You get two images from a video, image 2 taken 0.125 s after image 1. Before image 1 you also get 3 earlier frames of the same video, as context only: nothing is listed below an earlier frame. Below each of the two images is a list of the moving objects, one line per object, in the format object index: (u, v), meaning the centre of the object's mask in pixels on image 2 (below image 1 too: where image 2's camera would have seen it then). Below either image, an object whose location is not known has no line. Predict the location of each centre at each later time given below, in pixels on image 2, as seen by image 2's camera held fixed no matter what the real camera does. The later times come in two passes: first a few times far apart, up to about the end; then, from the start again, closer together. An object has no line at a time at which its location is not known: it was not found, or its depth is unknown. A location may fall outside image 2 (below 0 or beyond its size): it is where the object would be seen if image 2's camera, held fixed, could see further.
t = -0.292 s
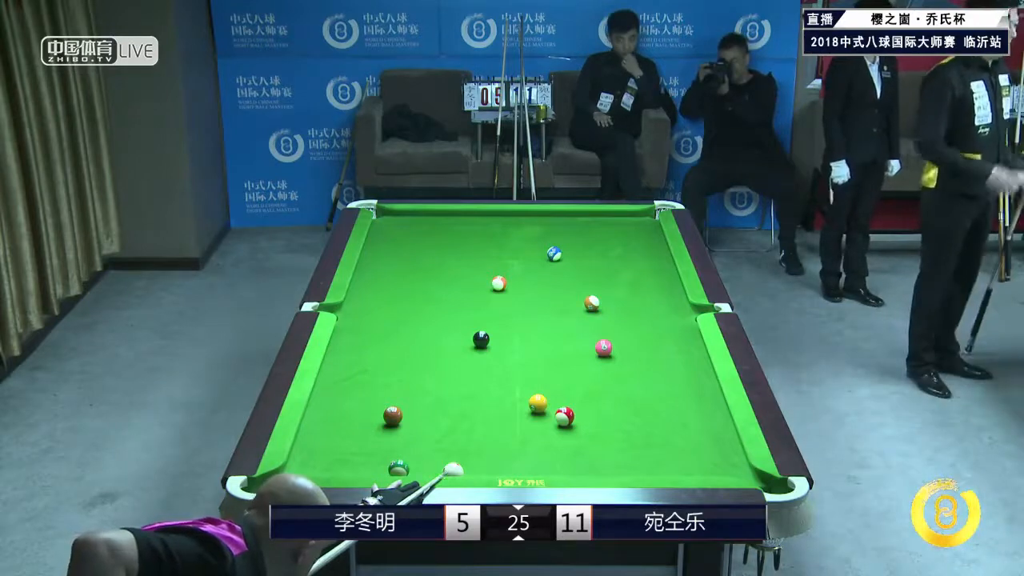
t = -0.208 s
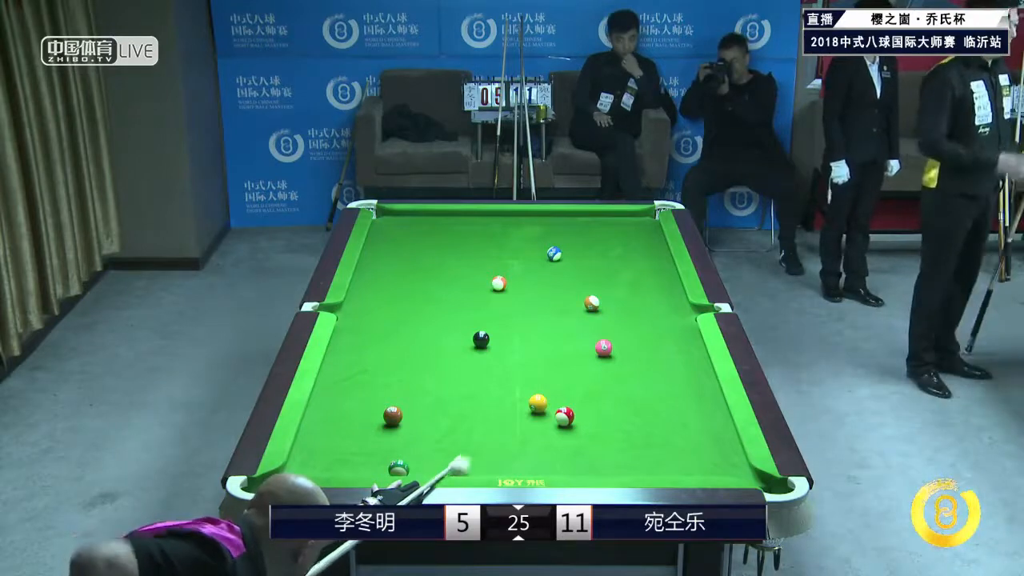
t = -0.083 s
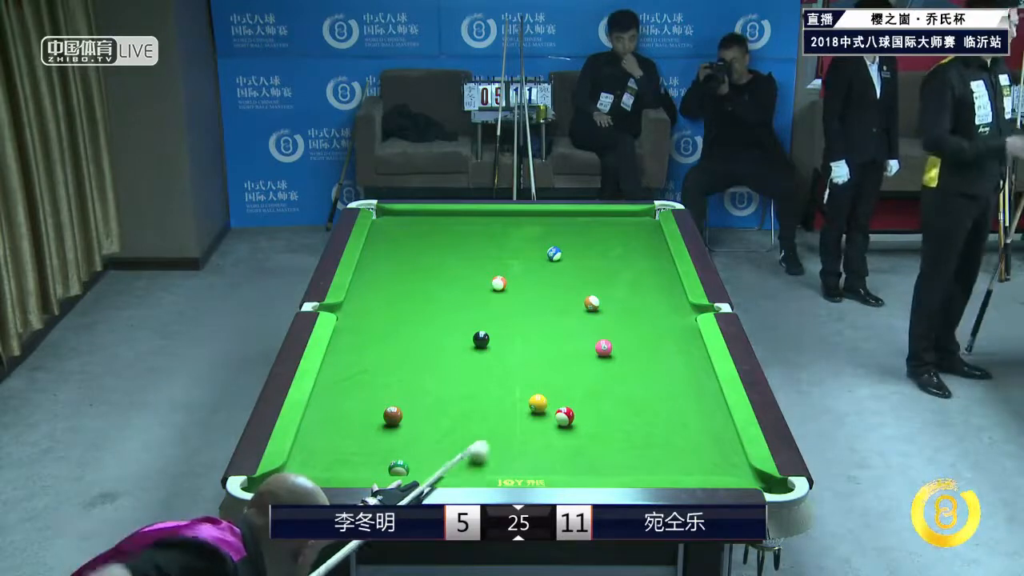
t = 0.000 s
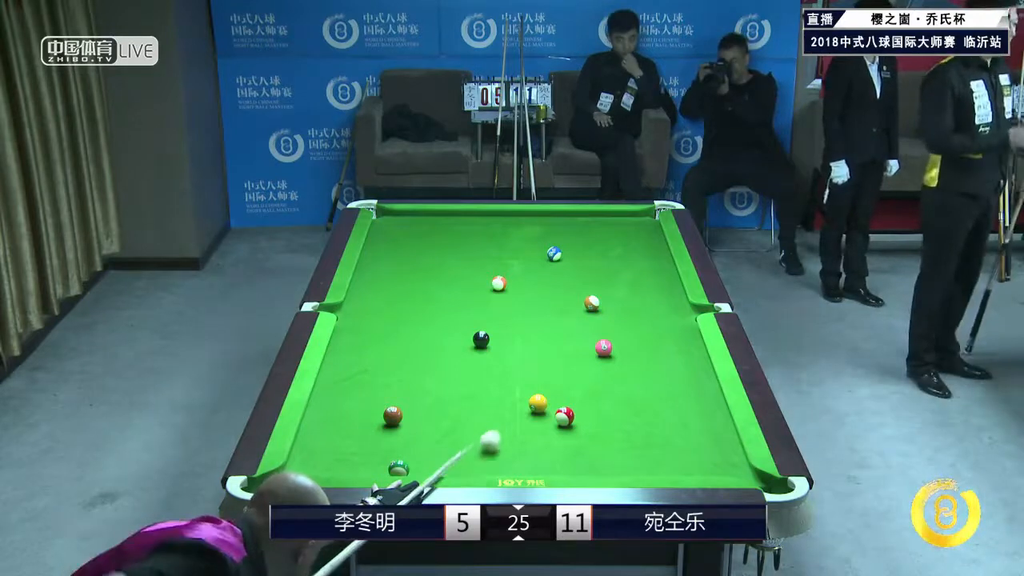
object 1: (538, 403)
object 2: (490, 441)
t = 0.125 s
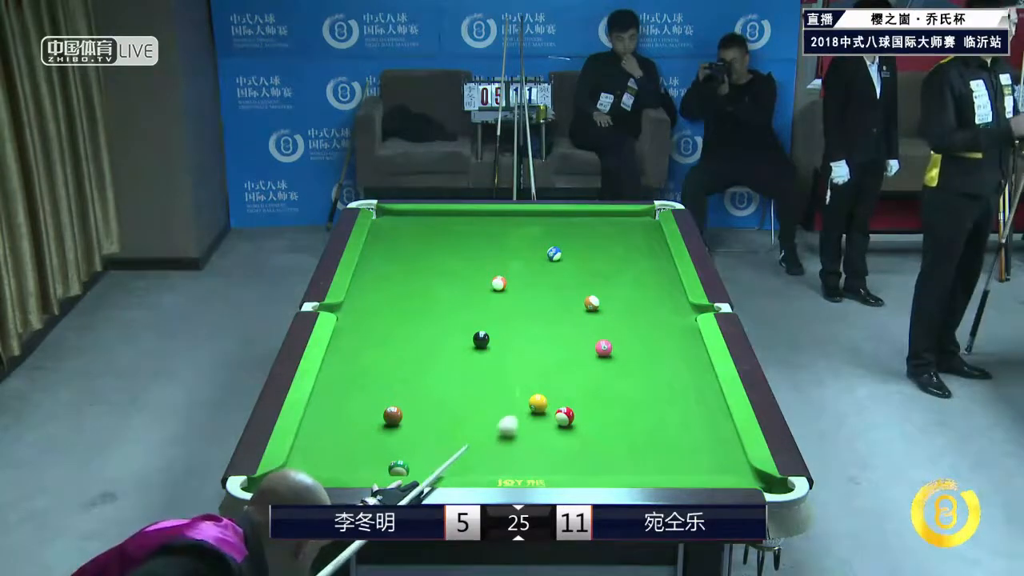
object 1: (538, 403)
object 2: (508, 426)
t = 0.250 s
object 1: (539, 402)
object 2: (524, 413)
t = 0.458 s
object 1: (561, 389)
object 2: (526, 404)
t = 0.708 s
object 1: (582, 376)
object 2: (527, 398)
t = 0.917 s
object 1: (598, 367)
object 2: (528, 393)
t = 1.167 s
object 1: (616, 356)
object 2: (529, 388)
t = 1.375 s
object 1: (633, 347)
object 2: (529, 384)
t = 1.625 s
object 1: (648, 338)
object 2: (529, 381)
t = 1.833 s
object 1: (660, 332)
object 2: (529, 379)
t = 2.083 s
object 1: (672, 325)
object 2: (529, 377)
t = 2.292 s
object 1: (682, 320)
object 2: (529, 377)
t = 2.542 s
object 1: (694, 312)
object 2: (529, 377)
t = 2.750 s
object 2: (529, 377)
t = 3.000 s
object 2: (528, 377)
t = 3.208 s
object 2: (529, 377)
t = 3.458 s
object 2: (528, 377)
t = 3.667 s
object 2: (528, 377)
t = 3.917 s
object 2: (528, 377)
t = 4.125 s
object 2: (528, 377)
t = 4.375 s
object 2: (528, 377)
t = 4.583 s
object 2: (528, 377)
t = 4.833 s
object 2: (528, 377)
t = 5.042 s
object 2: (528, 377)
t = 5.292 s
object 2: (528, 377)
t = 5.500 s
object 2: (528, 377)
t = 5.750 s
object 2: (528, 377)
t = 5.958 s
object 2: (528, 377)
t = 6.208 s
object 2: (528, 377)
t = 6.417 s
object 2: (528, 377)
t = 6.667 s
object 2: (528, 377)
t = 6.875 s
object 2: (529, 377)
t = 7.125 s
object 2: (529, 377)
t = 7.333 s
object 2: (529, 377)
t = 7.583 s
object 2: (529, 377)
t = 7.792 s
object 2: (529, 377)
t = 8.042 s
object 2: (529, 377)
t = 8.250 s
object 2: (529, 377)
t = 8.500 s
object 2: (528, 377)
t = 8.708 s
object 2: (528, 377)
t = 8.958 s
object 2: (528, 377)
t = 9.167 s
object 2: (528, 377)
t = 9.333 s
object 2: (532, 372)
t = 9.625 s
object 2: (528, 377)
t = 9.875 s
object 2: (529, 377)
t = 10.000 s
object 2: (529, 377)
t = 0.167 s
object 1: (538, 403)
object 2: (513, 421)
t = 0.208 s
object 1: (538, 403)
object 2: (518, 417)
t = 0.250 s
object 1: (539, 402)
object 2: (524, 413)
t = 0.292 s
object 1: (540, 402)
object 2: (527, 411)
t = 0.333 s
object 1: (546, 399)
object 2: (526, 409)
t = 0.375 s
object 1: (554, 394)
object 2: (526, 407)
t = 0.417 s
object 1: (557, 391)
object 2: (526, 406)
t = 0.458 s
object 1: (561, 389)
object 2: (526, 404)
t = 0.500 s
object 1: (565, 387)
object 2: (526, 403)
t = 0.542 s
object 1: (568, 385)
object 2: (527, 402)
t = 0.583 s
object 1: (572, 383)
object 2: (527, 401)
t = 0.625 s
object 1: (575, 381)
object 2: (527, 400)
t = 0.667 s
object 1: (579, 378)
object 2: (527, 399)
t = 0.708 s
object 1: (582, 376)
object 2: (527, 398)
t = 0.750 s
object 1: (585, 375)
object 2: (527, 397)
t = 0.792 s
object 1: (589, 373)
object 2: (528, 396)
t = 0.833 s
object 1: (592, 371)
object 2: (528, 395)
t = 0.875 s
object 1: (595, 369)
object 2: (528, 394)
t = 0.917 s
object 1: (598, 367)
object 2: (528, 393)
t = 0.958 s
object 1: (601, 365)
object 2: (528, 392)
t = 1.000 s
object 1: (604, 363)
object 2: (528, 391)
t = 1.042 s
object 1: (608, 362)
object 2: (528, 390)
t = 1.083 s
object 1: (610, 361)
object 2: (528, 390)
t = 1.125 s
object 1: (613, 359)
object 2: (529, 389)
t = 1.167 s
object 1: (616, 356)
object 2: (529, 388)
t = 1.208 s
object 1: (619, 355)
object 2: (529, 387)
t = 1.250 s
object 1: (622, 353)
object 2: (529, 387)
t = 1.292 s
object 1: (625, 351)
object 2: (529, 386)
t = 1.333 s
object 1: (628, 350)
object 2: (529, 385)
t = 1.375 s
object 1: (633, 347)
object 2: (529, 384)
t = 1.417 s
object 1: (635, 345)
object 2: (529, 383)
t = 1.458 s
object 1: (638, 344)
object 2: (529, 383)
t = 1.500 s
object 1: (641, 342)
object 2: (529, 382)
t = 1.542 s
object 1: (643, 341)
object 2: (529, 382)
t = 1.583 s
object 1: (646, 340)
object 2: (529, 381)
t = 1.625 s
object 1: (648, 338)
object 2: (529, 381)
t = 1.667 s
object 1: (650, 337)
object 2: (529, 380)
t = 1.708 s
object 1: (653, 336)
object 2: (529, 380)
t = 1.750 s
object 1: (655, 334)
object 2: (529, 380)
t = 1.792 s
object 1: (657, 333)
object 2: (529, 380)
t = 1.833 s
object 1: (660, 332)
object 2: (529, 379)
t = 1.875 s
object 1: (662, 330)
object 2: (529, 379)
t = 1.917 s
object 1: (664, 329)
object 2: (529, 379)
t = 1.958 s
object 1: (666, 328)
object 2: (529, 378)
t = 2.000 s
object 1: (668, 327)
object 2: (529, 378)
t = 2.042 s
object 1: (670, 326)
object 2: (529, 378)
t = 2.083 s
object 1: (672, 325)
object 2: (529, 377)
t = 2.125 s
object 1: (674, 324)
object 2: (529, 377)
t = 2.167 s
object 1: (676, 322)
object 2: (529, 377)
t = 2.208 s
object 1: (678, 322)
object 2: (529, 377)
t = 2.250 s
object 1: (680, 320)
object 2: (529, 377)
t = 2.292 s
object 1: (682, 320)
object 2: (529, 377)
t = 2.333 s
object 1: (684, 318)
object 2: (529, 377)
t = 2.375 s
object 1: (688, 316)
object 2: (529, 377)
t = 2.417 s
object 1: (689, 315)
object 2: (529, 377)
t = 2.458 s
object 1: (691, 314)
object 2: (529, 377)
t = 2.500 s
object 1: (692, 313)
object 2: (529, 377)
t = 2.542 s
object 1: (694, 312)
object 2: (529, 377)
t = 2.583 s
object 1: (696, 311)
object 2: (529, 377)
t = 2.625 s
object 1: (698, 311)
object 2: (529, 377)
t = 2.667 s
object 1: (701, 311)
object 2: (529, 377)
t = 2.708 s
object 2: (529, 377)
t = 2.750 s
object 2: (529, 377)
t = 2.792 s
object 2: (529, 377)
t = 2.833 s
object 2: (529, 377)
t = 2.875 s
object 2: (529, 377)
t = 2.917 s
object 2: (529, 377)
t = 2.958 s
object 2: (529, 377)
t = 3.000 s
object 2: (528, 377)
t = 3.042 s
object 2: (528, 377)
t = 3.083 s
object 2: (529, 377)
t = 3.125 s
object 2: (529, 377)
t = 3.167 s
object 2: (529, 377)
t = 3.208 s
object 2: (529, 377)
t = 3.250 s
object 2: (529, 377)
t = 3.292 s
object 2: (529, 377)
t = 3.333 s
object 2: (529, 377)
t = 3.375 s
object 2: (529, 377)
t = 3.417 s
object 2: (529, 377)
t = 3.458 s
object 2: (528, 377)
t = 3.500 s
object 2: (528, 377)
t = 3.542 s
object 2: (528, 377)
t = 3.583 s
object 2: (528, 377)
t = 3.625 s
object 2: (528, 377)
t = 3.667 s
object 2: (528, 377)
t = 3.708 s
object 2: (528, 377)
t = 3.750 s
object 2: (528, 377)
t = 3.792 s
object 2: (528, 377)
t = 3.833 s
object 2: (528, 377)
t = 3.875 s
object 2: (528, 377)
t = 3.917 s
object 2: (528, 377)
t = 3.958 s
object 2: (528, 377)
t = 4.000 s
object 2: (528, 377)
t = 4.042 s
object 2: (528, 377)
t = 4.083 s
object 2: (528, 377)
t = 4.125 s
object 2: (528, 377)
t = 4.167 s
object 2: (528, 377)
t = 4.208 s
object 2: (528, 377)
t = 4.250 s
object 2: (528, 377)
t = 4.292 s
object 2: (528, 377)
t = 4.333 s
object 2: (528, 377)
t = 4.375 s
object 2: (528, 377)
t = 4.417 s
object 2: (528, 377)
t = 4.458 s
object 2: (528, 377)
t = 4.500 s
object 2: (528, 377)
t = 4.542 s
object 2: (528, 377)
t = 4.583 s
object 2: (528, 377)
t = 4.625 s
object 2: (528, 377)
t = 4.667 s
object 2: (528, 377)
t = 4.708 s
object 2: (528, 377)
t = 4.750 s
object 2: (528, 377)
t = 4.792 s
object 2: (528, 377)
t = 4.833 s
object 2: (528, 377)
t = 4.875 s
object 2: (528, 377)
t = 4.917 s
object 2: (528, 377)
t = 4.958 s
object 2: (528, 377)
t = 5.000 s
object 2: (528, 377)
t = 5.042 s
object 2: (528, 377)
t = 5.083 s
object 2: (528, 377)
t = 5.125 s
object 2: (528, 377)
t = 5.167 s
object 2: (528, 377)
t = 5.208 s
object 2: (529, 377)
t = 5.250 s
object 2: (528, 377)
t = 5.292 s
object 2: (528, 377)
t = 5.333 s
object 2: (528, 377)
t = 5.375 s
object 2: (528, 377)
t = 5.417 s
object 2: (528, 377)
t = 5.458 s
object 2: (528, 377)
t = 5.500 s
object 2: (528, 377)
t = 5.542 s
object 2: (528, 377)
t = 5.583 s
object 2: (528, 377)
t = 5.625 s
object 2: (528, 377)
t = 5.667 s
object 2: (528, 377)
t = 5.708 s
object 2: (528, 377)
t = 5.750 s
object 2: (528, 377)
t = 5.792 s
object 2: (528, 377)
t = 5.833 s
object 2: (528, 377)
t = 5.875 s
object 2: (528, 377)
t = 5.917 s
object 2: (528, 377)
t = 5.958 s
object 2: (528, 377)
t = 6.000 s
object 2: (528, 377)
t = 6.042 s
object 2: (528, 377)
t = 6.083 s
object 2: (528, 377)
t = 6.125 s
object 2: (528, 377)
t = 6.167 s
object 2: (528, 377)
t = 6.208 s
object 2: (528, 377)
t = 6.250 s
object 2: (528, 377)
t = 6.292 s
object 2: (528, 377)
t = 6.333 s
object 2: (528, 377)
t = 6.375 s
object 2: (528, 377)
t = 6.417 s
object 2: (528, 377)
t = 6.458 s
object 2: (528, 377)
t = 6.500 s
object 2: (528, 377)
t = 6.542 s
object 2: (528, 377)
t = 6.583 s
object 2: (528, 377)
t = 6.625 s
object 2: (528, 377)
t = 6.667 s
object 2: (528, 377)
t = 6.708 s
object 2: (528, 377)
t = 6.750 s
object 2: (528, 377)
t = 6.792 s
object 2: (529, 377)
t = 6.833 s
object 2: (529, 377)
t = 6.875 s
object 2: (529, 377)
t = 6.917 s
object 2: (528, 377)
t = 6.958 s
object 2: (528, 377)
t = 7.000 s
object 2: (529, 377)
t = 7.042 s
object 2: (529, 377)
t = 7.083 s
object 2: (529, 377)
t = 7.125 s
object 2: (529, 377)
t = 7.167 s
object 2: (529, 377)
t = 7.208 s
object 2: (529, 377)
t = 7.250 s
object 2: (529, 377)
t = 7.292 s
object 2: (529, 377)
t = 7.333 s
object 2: (529, 377)
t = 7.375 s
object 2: (529, 377)
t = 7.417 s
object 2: (529, 377)
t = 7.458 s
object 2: (529, 377)
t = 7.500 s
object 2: (529, 377)
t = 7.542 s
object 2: (529, 377)
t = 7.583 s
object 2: (529, 377)
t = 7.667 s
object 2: (528, 377)
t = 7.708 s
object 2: (529, 377)
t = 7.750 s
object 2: (529, 377)
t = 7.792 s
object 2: (529, 377)
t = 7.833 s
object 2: (529, 377)
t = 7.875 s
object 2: (529, 377)
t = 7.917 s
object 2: (528, 377)
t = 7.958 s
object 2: (529, 377)
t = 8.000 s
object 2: (529, 377)
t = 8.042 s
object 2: (529, 377)
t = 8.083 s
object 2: (529, 377)
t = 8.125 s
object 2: (528, 377)
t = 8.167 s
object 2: (529, 377)
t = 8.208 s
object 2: (528, 377)
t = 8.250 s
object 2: (529, 377)
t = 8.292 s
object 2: (529, 377)
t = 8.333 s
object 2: (529, 377)
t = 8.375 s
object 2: (529, 377)
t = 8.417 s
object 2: (528, 377)
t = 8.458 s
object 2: (528, 377)
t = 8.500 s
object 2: (528, 377)
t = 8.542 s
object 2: (528, 377)
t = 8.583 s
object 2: (528, 377)
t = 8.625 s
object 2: (528, 377)
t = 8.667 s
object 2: (528, 377)
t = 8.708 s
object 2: (528, 377)
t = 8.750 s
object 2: (528, 377)
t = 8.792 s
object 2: (528, 377)
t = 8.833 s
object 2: (528, 377)
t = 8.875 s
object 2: (528, 377)
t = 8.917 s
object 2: (528, 377)
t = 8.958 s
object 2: (528, 377)
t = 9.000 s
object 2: (528, 377)
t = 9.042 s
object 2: (528, 377)
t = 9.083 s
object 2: (529, 377)
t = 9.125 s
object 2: (528, 377)
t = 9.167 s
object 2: (528, 377)
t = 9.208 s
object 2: (528, 377)
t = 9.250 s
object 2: (529, 377)
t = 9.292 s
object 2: (528, 377)
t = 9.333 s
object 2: (532, 372)
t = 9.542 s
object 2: (527, 377)
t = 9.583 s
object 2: (528, 377)
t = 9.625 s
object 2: (528, 377)
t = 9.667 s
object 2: (528, 377)
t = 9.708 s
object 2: (529, 377)
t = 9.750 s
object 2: (529, 377)
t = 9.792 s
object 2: (528, 377)
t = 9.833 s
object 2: (529, 377)
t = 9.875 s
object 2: (529, 377)
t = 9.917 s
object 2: (529, 377)
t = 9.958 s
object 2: (528, 377)
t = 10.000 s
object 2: (529, 377)
